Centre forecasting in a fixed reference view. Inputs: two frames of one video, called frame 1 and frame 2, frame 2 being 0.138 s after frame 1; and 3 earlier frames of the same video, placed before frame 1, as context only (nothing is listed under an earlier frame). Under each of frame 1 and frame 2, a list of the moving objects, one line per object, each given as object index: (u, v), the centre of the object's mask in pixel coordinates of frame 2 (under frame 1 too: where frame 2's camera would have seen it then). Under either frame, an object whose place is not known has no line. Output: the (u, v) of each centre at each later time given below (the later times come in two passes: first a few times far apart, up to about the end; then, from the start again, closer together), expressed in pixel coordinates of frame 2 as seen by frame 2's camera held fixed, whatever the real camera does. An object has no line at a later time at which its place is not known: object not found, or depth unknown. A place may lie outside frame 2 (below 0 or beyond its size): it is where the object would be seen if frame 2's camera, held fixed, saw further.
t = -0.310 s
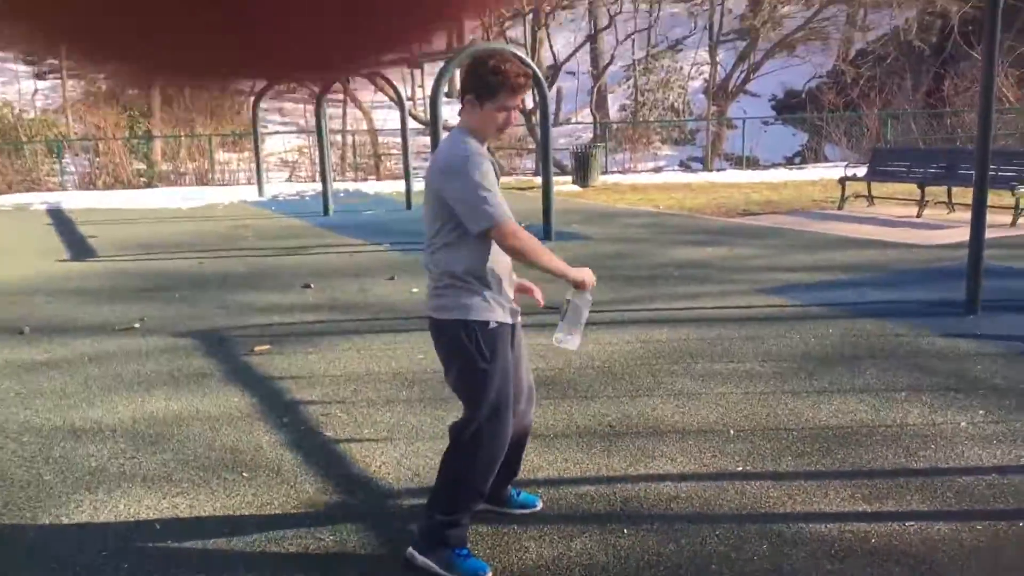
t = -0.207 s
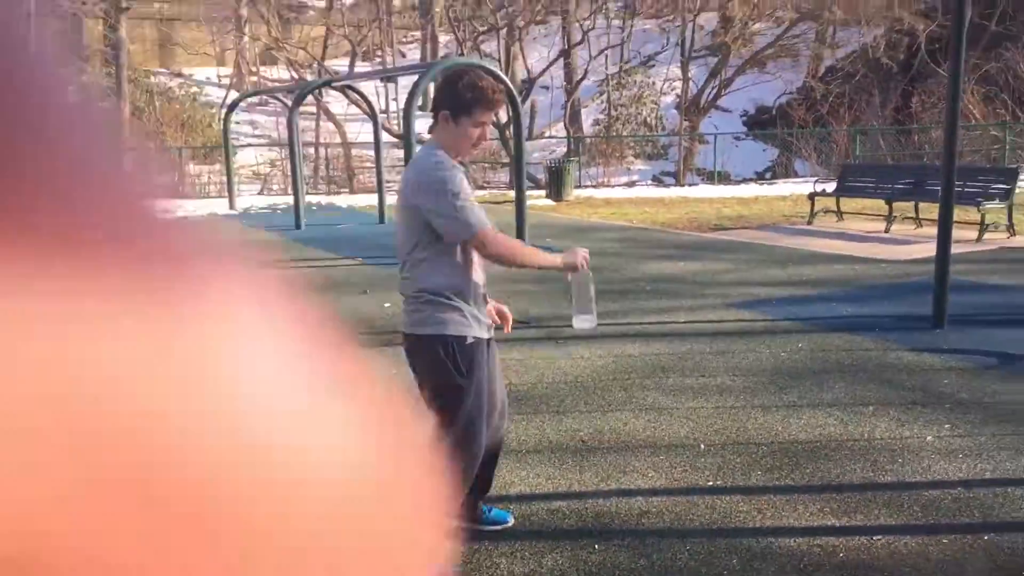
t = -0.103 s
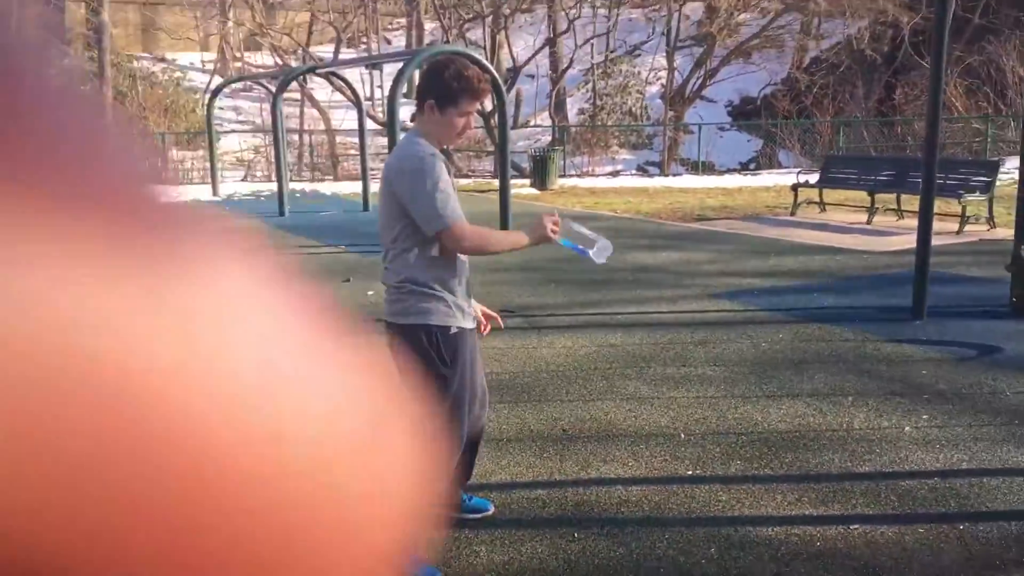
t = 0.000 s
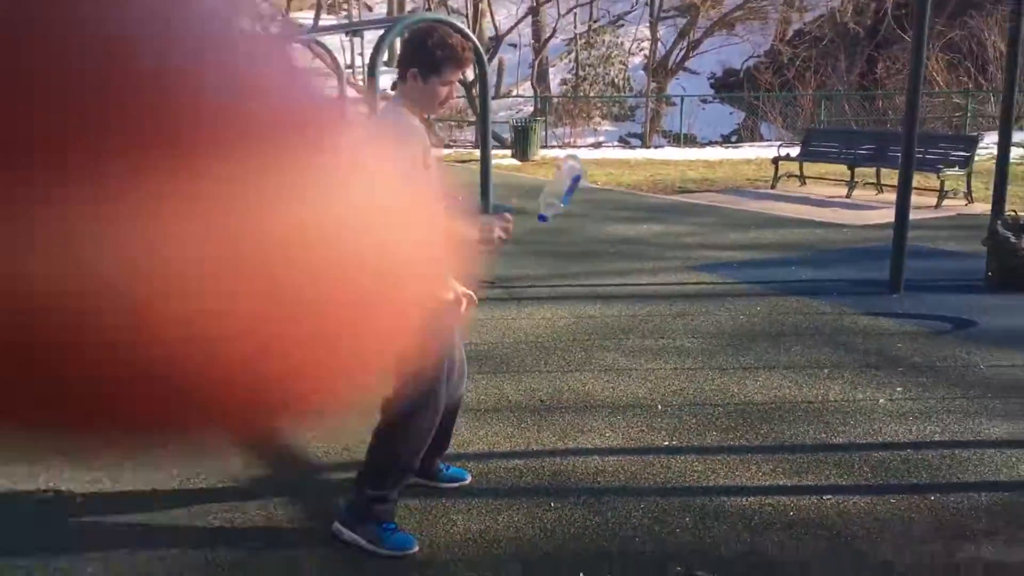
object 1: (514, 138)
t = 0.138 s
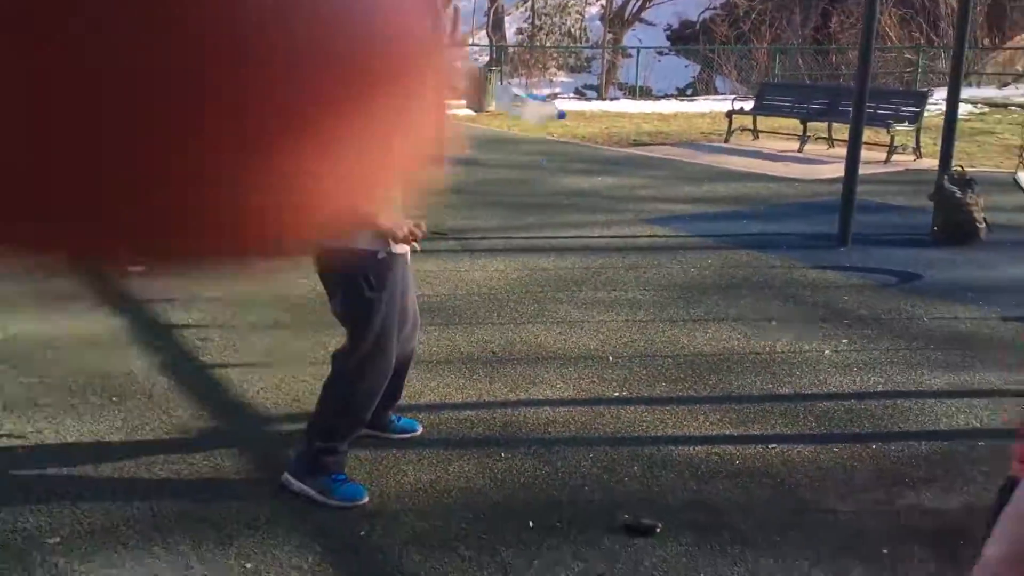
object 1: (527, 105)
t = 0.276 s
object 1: (503, 116)
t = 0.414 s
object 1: (477, 212)
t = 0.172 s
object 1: (523, 101)
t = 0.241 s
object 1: (512, 106)
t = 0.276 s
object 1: (503, 116)
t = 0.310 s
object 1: (495, 134)
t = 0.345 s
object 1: (488, 157)
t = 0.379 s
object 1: (482, 182)
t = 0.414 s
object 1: (477, 212)
